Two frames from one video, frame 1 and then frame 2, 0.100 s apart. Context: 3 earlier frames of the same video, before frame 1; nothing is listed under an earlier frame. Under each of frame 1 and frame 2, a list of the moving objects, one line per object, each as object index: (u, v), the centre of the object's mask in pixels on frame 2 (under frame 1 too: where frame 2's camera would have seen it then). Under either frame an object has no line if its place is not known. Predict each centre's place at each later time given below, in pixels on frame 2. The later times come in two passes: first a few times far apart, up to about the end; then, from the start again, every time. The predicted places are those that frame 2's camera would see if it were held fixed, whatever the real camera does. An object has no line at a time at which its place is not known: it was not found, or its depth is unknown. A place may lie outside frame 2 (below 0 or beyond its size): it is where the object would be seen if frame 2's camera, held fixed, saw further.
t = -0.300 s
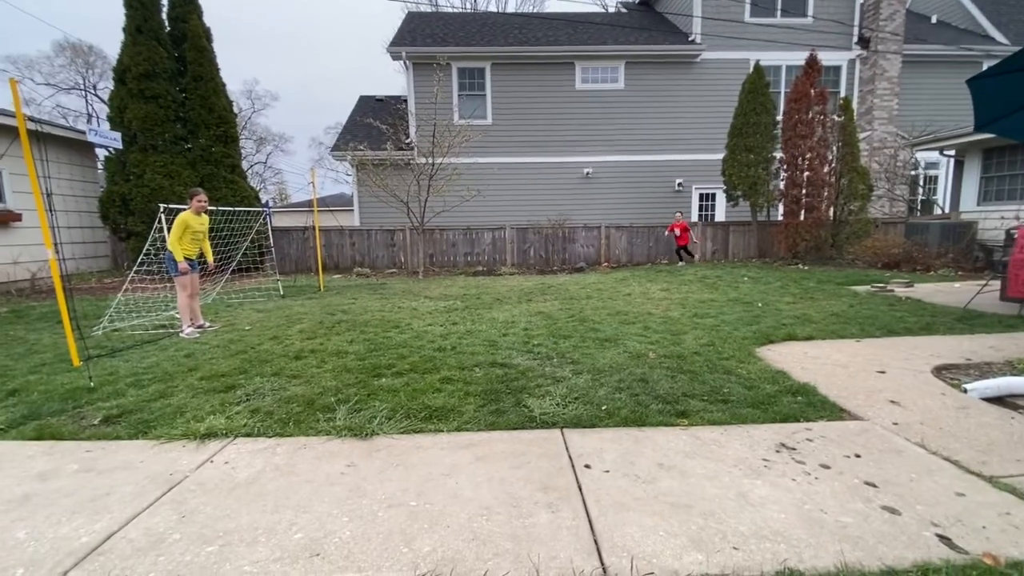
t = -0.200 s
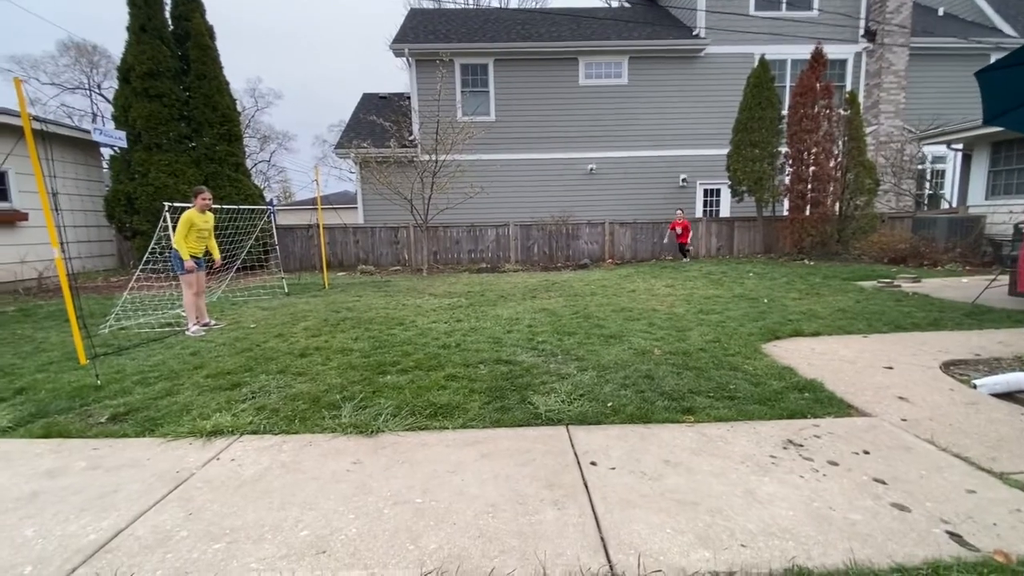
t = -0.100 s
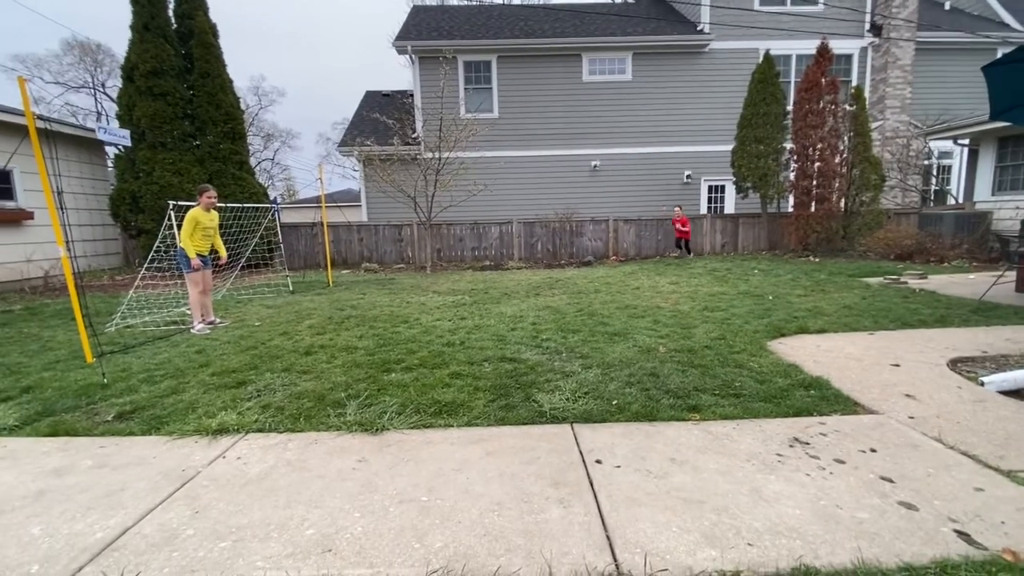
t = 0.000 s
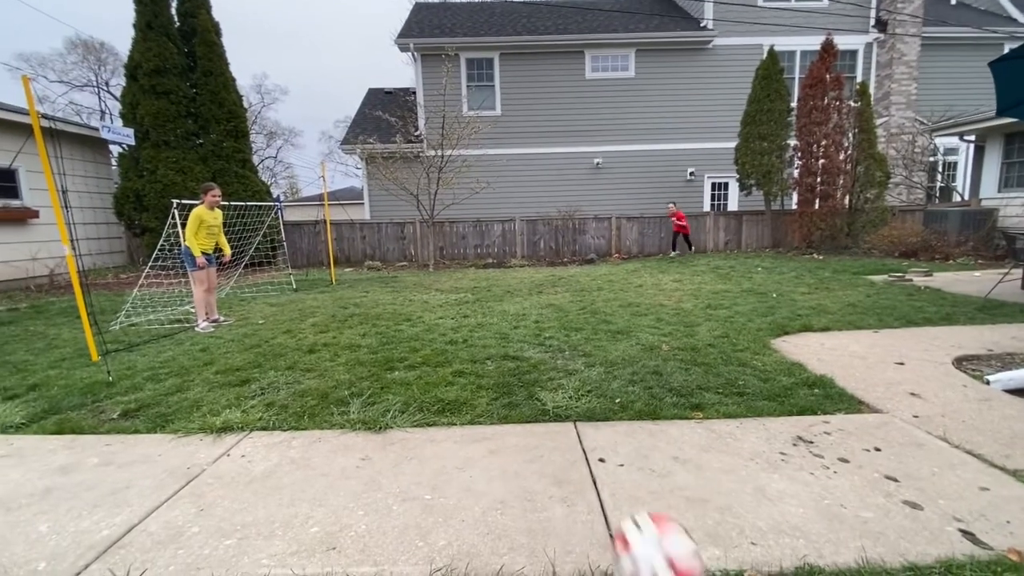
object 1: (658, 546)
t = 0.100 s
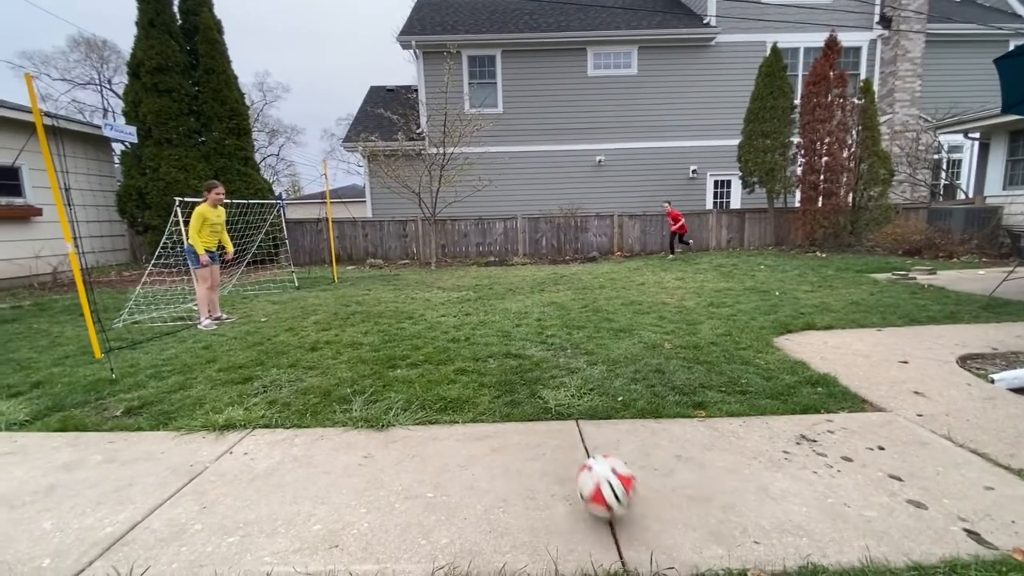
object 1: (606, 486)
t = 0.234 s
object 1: (588, 396)
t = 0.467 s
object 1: (572, 352)
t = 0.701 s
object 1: (558, 325)
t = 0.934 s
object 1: (552, 307)
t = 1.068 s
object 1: (550, 299)
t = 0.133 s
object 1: (600, 462)
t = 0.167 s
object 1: (594, 432)
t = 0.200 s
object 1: (590, 411)
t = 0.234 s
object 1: (588, 396)
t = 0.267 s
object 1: (585, 385)
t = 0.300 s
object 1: (583, 376)
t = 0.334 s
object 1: (581, 371)
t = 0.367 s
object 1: (579, 368)
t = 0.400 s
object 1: (578, 368)
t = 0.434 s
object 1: (575, 360)
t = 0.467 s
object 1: (572, 352)
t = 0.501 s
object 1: (569, 345)
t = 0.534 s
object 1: (567, 340)
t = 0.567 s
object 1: (565, 338)
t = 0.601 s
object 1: (563, 337)
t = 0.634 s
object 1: (561, 331)
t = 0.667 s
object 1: (559, 328)
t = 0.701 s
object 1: (558, 325)
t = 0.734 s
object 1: (557, 321)
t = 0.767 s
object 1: (556, 318)
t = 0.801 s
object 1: (555, 314)
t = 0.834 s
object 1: (554, 311)
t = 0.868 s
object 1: (554, 309)
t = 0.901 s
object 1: (553, 309)
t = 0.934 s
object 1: (552, 307)
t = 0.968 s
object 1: (551, 305)
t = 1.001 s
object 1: (551, 302)
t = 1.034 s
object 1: (550, 299)
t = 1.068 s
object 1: (550, 299)
